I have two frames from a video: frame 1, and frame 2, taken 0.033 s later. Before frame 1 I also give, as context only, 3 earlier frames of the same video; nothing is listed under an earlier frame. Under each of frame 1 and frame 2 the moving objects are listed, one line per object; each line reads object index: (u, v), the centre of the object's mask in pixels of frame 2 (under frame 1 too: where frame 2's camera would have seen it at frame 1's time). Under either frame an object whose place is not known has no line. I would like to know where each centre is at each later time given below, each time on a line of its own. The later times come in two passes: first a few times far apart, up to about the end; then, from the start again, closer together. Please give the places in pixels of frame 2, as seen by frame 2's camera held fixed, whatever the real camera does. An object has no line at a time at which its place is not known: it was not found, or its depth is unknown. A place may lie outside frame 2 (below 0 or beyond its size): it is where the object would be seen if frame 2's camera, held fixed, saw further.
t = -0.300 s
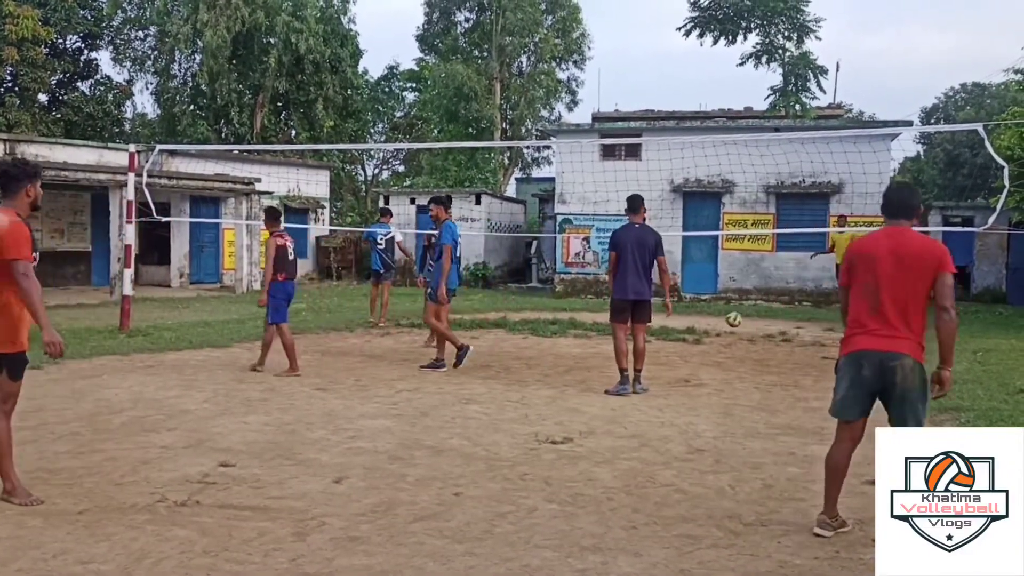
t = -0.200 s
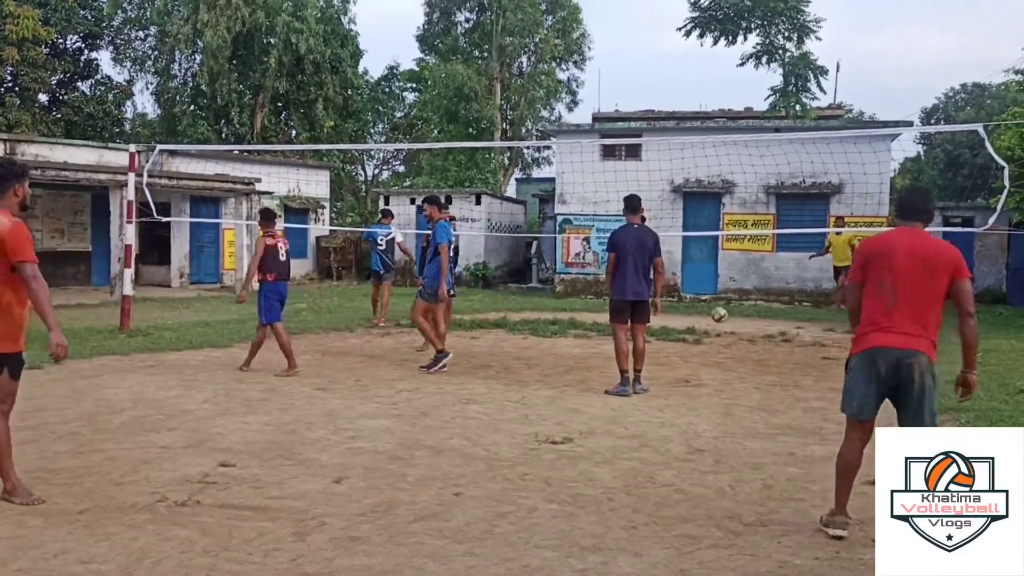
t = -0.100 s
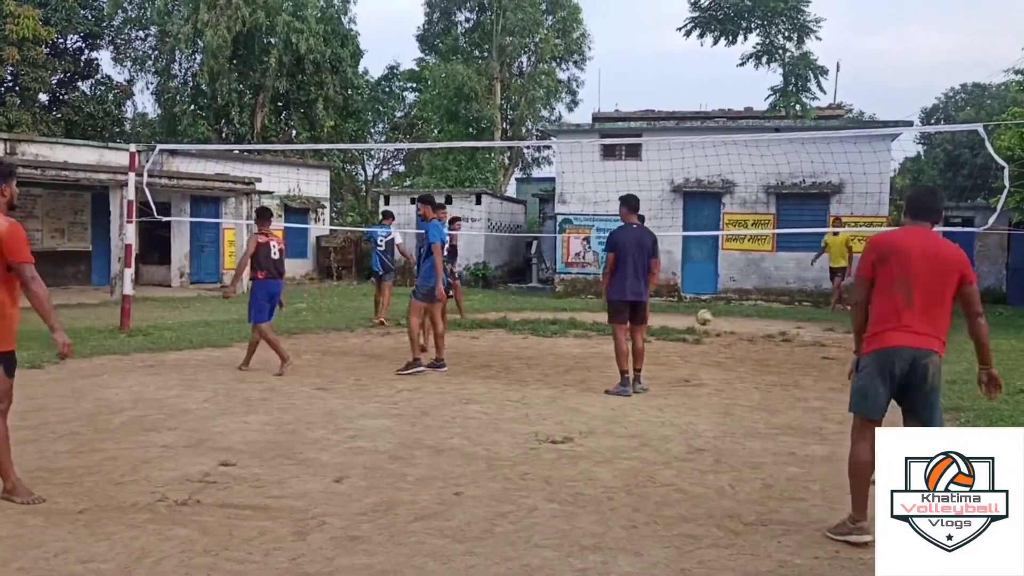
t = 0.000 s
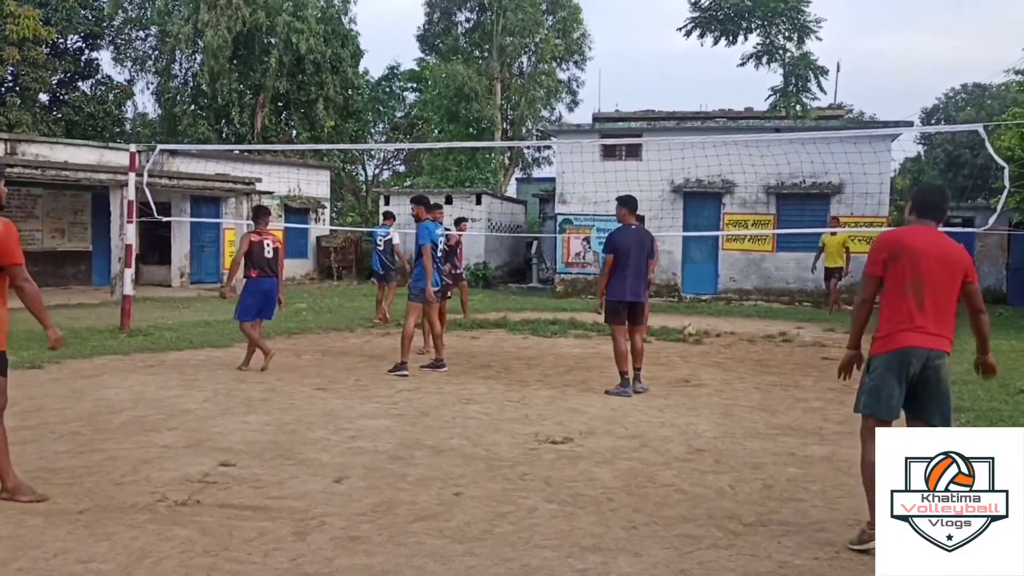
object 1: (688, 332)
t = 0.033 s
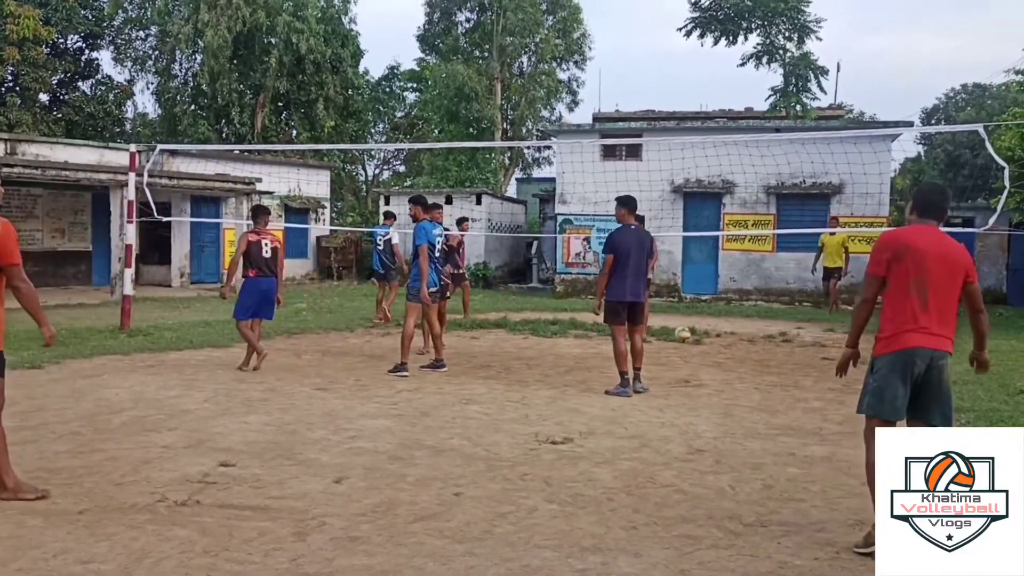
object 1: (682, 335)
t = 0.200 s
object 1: (651, 335)
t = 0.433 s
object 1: (602, 355)
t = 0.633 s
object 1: (553, 359)
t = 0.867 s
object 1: (486, 372)
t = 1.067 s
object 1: (419, 381)
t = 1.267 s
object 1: (343, 390)
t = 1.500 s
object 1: (237, 404)
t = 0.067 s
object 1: (676, 342)
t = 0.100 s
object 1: (670, 340)
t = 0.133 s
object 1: (664, 338)
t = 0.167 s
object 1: (657, 335)
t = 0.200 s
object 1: (651, 335)
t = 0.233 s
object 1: (647, 335)
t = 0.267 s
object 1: (643, 335)
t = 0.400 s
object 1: (606, 351)
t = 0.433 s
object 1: (602, 355)
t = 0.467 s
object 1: (594, 353)
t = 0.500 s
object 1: (586, 352)
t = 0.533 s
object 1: (578, 352)
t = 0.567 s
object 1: (570, 353)
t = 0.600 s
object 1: (562, 355)
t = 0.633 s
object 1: (553, 359)
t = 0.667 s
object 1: (543, 364)
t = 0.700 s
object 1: (535, 365)
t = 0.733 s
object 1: (525, 365)
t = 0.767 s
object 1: (516, 367)
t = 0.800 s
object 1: (506, 368)
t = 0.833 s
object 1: (496, 371)
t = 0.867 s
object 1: (486, 372)
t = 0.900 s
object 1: (475, 372)
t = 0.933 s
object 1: (464, 374)
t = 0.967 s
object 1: (453, 376)
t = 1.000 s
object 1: (443, 380)
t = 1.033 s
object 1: (430, 380)
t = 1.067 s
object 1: (419, 381)
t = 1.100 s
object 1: (407, 382)
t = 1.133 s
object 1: (395, 384)
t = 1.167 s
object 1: (382, 389)
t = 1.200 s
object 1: (369, 389)
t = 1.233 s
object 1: (356, 388)
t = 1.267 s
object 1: (343, 390)
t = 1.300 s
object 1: (328, 392)
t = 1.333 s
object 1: (314, 397)
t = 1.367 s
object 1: (299, 402)
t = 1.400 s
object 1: (285, 399)
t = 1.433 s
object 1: (270, 399)
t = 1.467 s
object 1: (252, 401)
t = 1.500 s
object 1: (237, 404)
